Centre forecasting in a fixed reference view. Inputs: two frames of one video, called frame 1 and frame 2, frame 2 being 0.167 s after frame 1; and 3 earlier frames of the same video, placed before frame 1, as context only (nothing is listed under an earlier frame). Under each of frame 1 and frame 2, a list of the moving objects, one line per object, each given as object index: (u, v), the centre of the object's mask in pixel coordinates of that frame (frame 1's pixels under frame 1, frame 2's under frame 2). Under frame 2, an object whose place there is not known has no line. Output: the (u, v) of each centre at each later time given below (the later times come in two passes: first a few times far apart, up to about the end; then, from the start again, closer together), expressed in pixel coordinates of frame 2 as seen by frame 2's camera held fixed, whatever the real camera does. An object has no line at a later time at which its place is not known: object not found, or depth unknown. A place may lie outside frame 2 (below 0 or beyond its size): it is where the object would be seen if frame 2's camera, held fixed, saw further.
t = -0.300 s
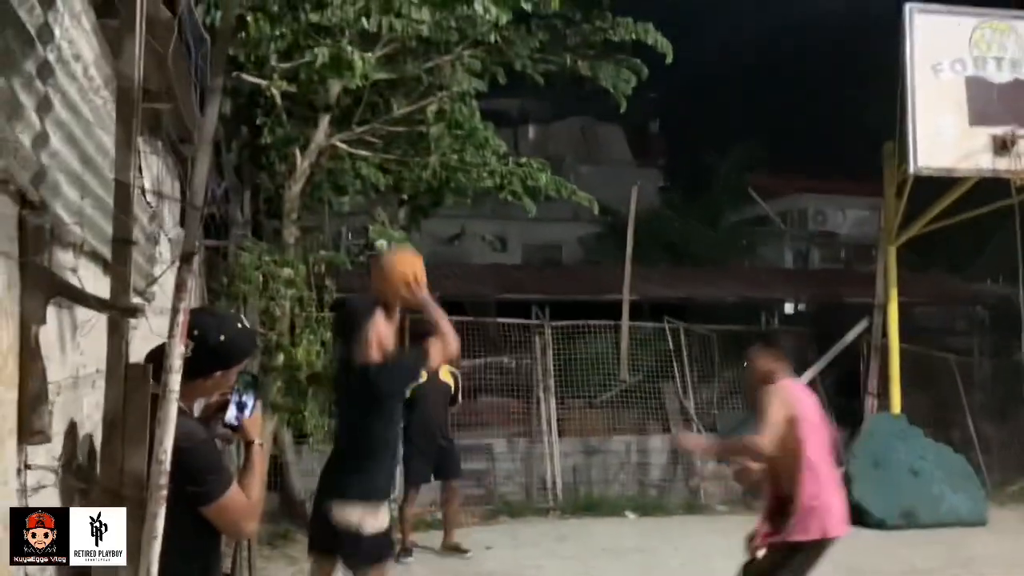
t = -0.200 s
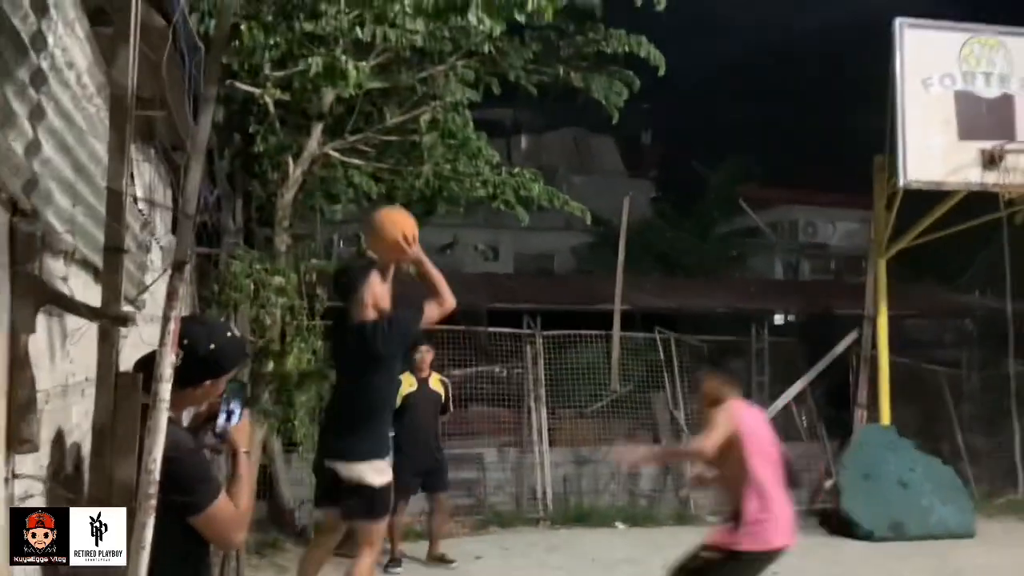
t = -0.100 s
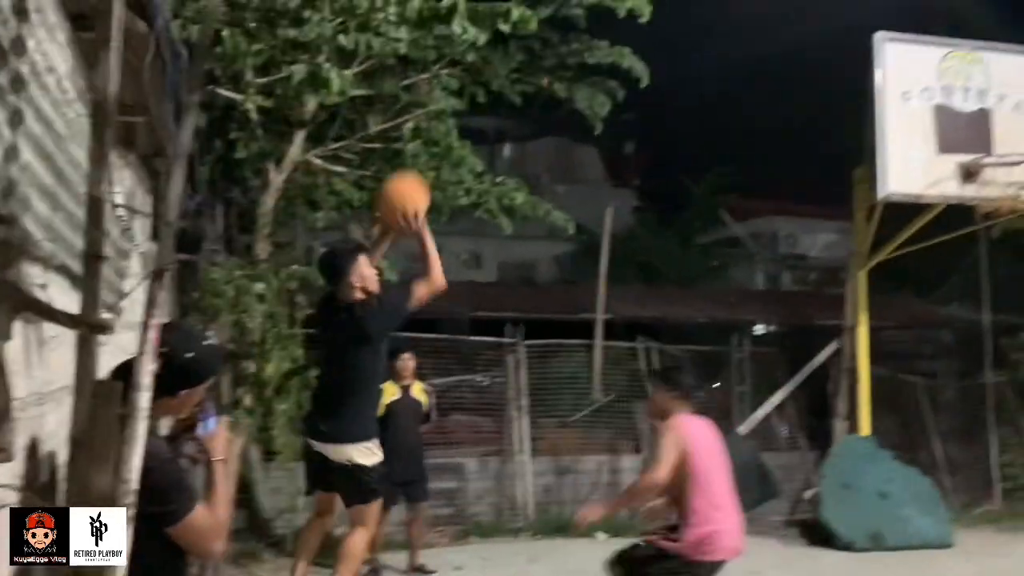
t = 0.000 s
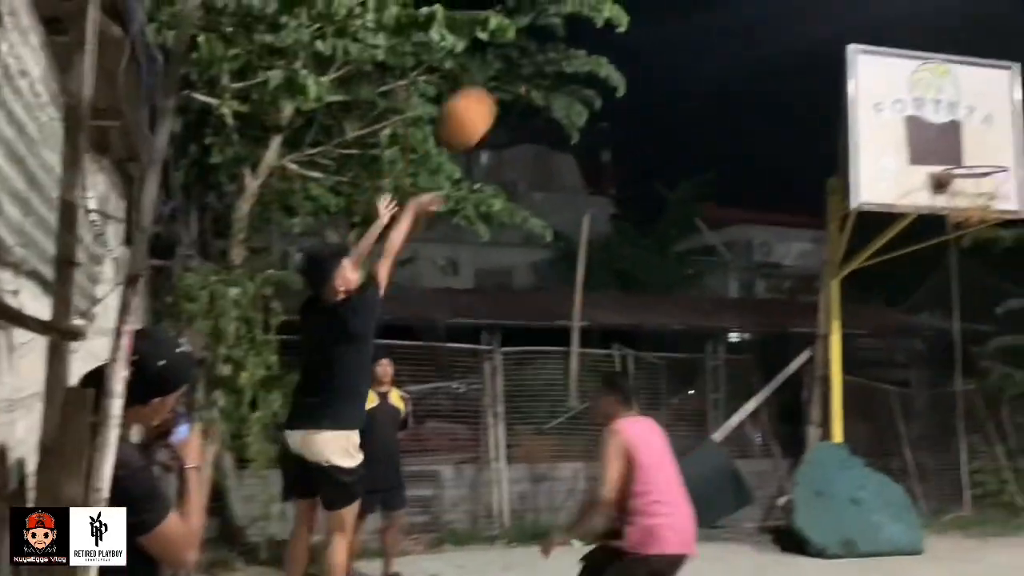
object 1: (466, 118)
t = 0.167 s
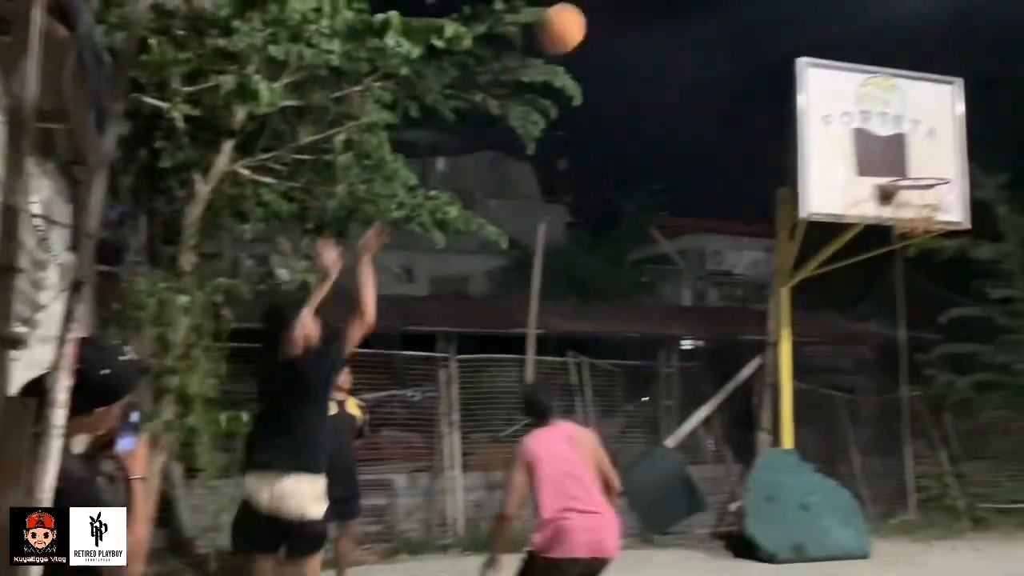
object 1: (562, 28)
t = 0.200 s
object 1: (586, 19)
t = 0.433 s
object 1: (729, 4)
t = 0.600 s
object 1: (815, 38)
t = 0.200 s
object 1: (586, 19)
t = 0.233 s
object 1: (607, 14)
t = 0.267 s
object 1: (626, 10)
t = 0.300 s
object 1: (647, 7)
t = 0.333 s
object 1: (668, 5)
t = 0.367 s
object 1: (690, 3)
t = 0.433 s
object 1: (729, 4)
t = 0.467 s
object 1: (747, 7)
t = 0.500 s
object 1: (765, 13)
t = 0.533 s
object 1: (782, 21)
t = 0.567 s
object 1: (798, 30)
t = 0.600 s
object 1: (815, 38)
